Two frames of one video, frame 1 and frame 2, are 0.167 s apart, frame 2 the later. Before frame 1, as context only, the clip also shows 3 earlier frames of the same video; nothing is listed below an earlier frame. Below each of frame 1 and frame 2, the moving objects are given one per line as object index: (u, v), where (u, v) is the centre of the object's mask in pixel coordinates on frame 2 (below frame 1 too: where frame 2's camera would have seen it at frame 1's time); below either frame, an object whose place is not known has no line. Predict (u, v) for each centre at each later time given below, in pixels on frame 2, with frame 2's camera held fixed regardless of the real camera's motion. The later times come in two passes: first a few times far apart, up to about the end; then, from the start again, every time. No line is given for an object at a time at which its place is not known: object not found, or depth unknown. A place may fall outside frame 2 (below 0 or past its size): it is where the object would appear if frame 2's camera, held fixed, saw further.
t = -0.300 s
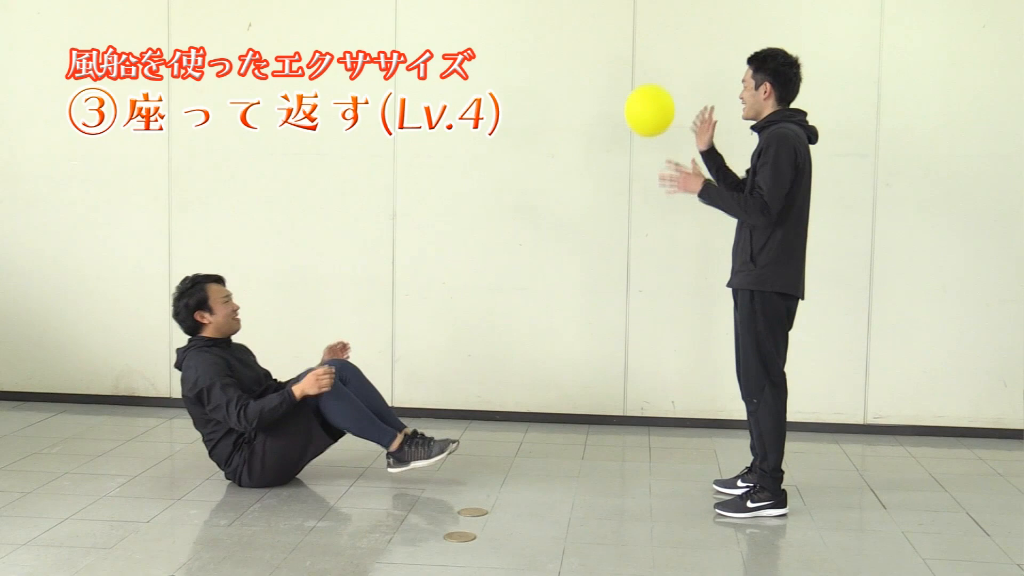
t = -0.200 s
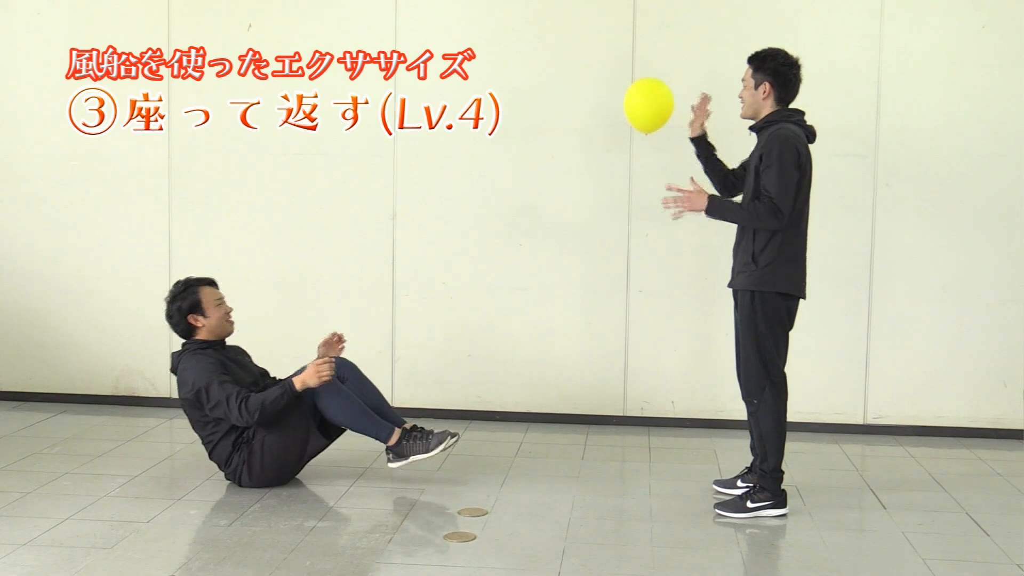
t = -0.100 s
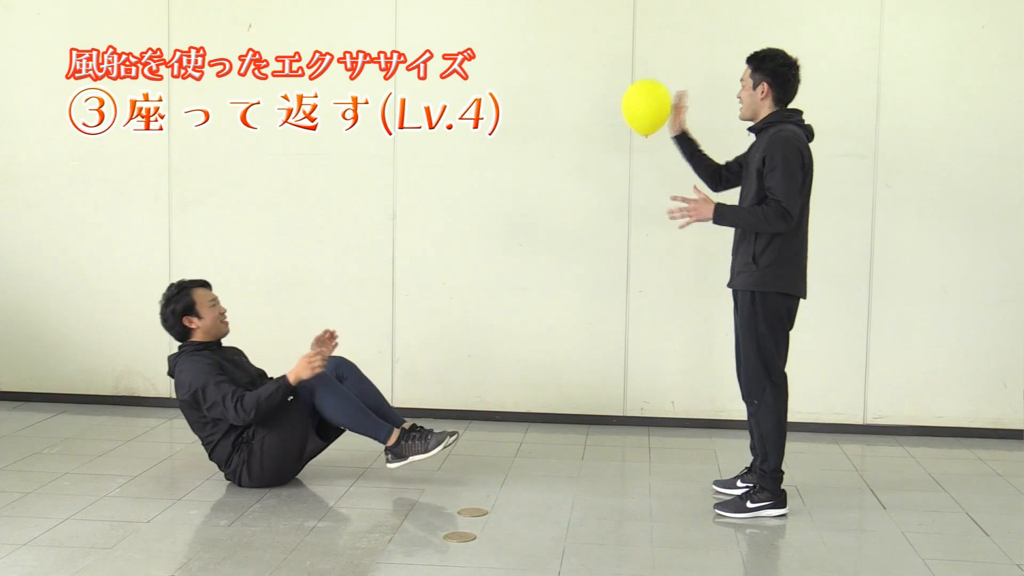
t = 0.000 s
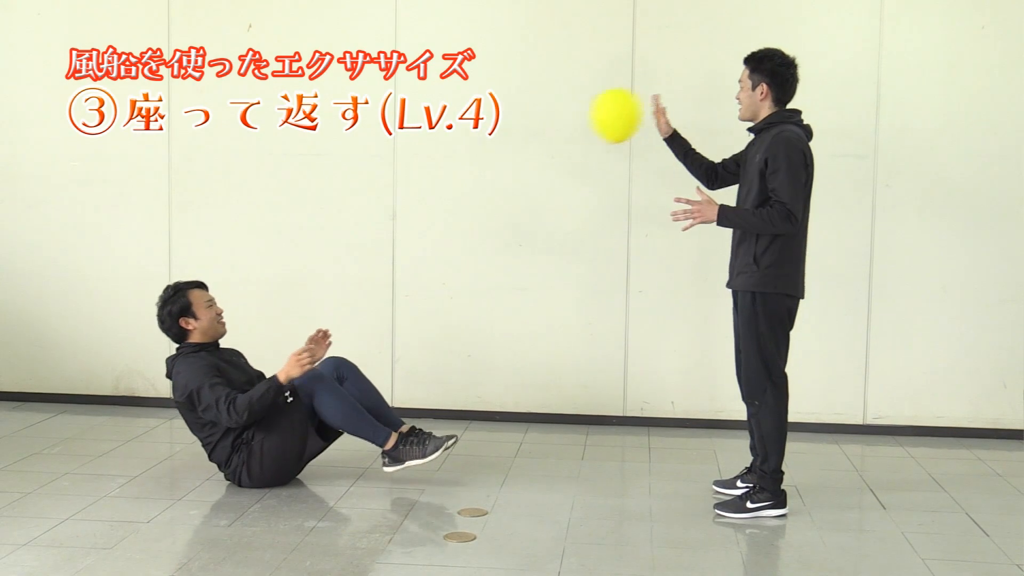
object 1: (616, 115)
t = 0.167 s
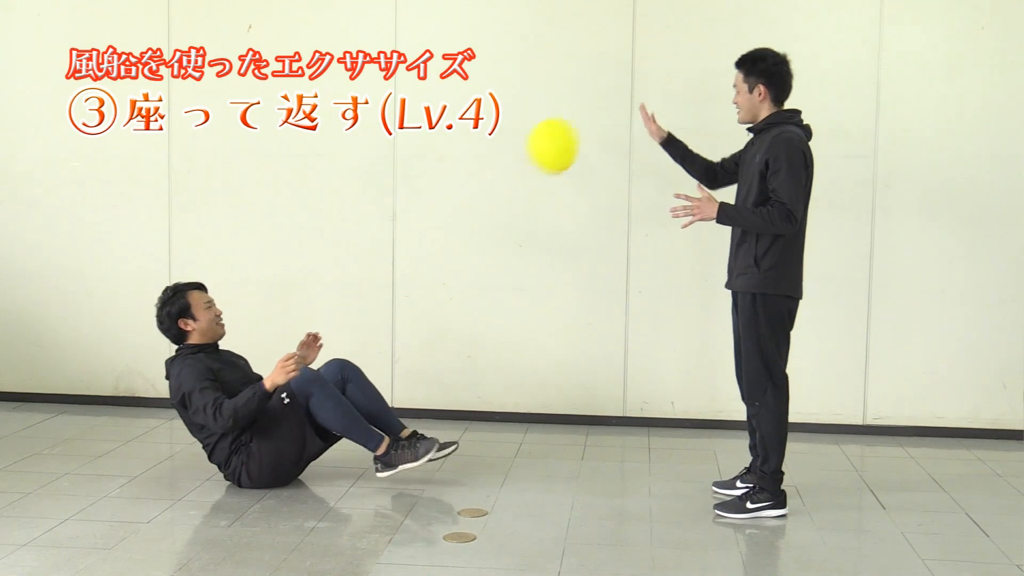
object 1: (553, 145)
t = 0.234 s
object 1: (532, 163)
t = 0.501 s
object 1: (493, 251)
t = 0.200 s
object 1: (543, 153)
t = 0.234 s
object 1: (532, 163)
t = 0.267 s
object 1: (524, 173)
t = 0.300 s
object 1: (516, 183)
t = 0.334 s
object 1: (510, 194)
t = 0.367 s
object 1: (505, 205)
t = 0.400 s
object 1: (501, 216)
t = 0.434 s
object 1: (498, 228)
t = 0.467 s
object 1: (495, 239)
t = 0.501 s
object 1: (493, 251)
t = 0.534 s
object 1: (492, 264)
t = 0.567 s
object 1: (490, 275)
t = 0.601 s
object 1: (489, 288)
